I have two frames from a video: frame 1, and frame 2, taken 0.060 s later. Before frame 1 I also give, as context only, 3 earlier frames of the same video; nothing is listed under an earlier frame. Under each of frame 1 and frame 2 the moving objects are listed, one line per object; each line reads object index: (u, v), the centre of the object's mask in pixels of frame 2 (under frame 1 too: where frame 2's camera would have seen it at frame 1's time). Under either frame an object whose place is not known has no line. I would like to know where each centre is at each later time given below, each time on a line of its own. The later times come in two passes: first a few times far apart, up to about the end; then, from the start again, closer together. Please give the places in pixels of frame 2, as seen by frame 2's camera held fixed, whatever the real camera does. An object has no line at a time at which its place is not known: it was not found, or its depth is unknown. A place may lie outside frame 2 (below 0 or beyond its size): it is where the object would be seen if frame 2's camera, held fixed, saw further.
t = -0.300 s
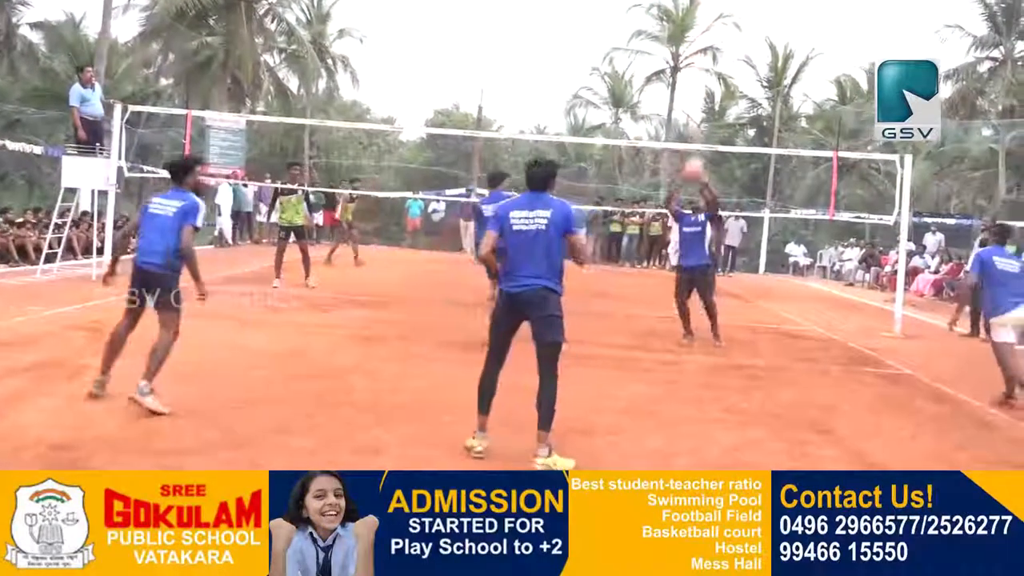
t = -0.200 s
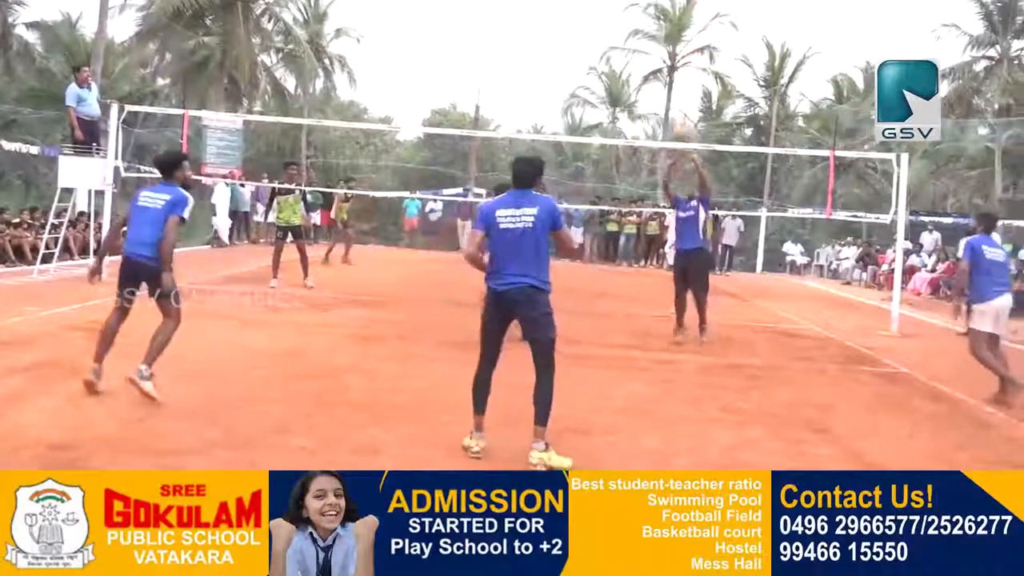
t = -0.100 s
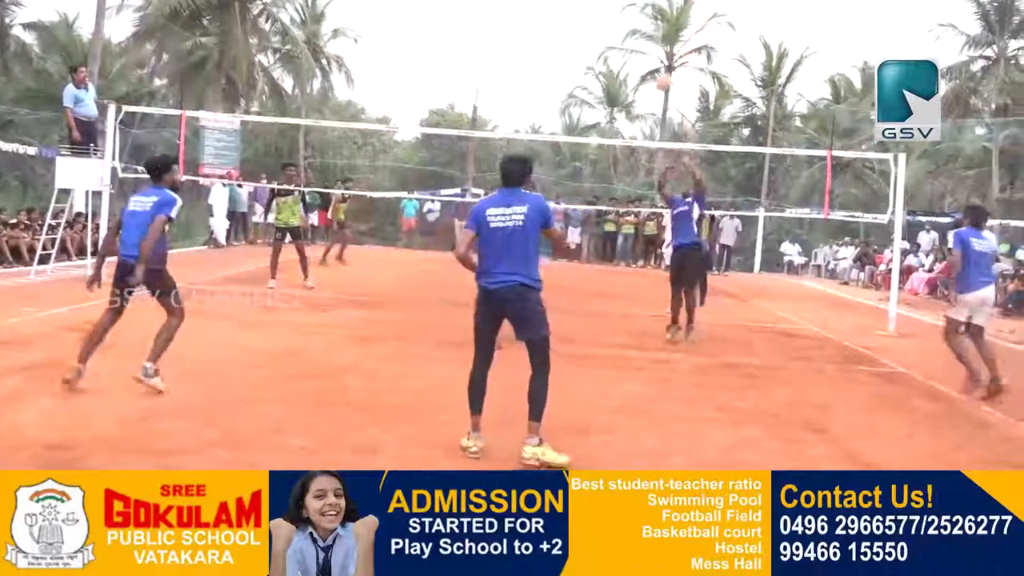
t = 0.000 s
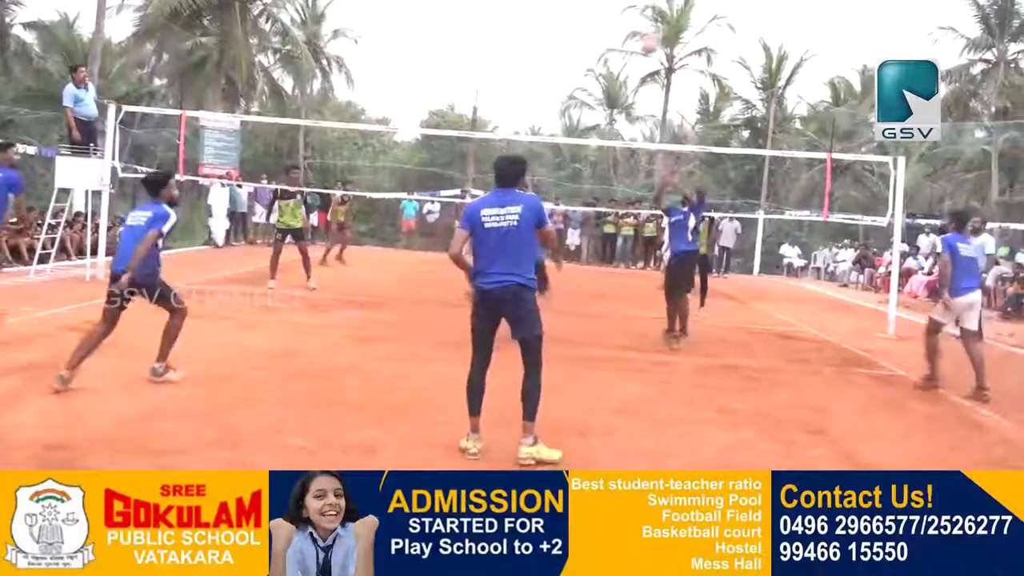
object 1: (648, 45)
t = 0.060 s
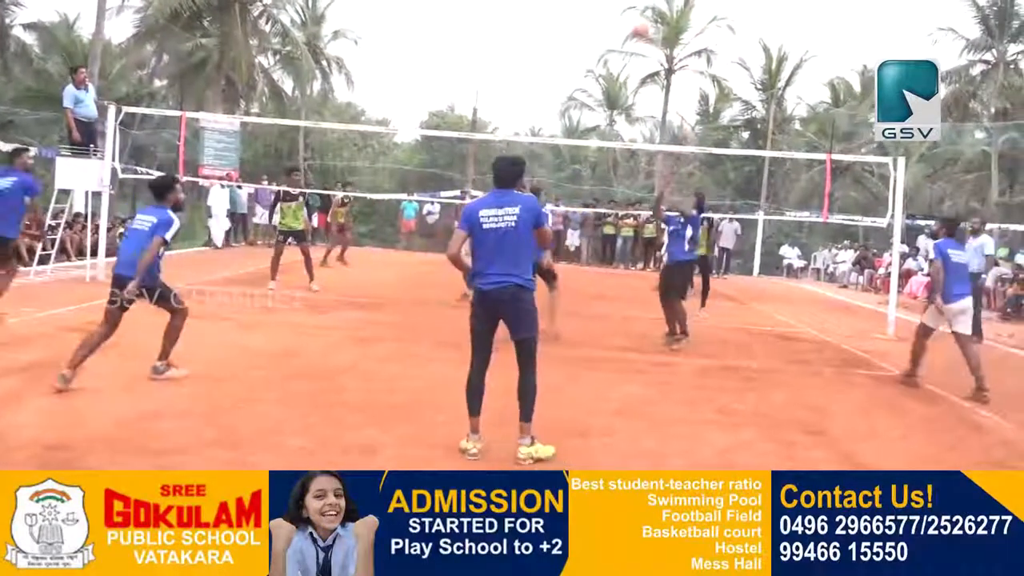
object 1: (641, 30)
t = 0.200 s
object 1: (620, 2)
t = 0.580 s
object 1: (562, 4)
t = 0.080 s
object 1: (638, 26)
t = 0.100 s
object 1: (634, 20)
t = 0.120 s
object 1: (631, 15)
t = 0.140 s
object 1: (629, 11)
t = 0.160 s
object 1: (626, 7)
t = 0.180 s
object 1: (623, 4)
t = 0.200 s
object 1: (620, 2)
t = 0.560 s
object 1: (565, 1)
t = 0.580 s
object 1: (562, 4)
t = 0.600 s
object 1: (559, 7)
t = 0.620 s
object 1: (556, 11)
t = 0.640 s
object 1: (553, 14)
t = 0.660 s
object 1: (550, 18)
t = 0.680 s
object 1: (547, 23)
